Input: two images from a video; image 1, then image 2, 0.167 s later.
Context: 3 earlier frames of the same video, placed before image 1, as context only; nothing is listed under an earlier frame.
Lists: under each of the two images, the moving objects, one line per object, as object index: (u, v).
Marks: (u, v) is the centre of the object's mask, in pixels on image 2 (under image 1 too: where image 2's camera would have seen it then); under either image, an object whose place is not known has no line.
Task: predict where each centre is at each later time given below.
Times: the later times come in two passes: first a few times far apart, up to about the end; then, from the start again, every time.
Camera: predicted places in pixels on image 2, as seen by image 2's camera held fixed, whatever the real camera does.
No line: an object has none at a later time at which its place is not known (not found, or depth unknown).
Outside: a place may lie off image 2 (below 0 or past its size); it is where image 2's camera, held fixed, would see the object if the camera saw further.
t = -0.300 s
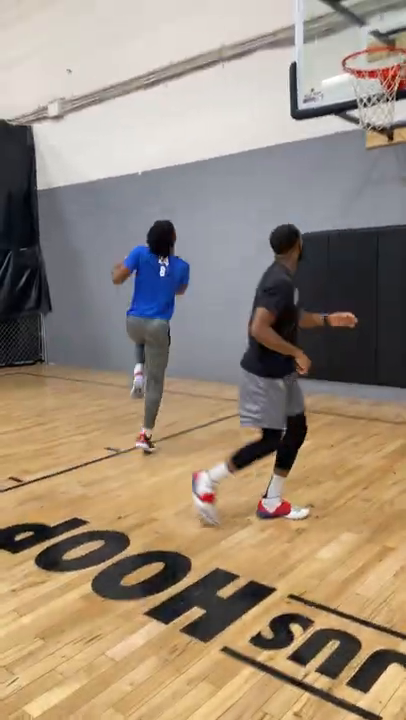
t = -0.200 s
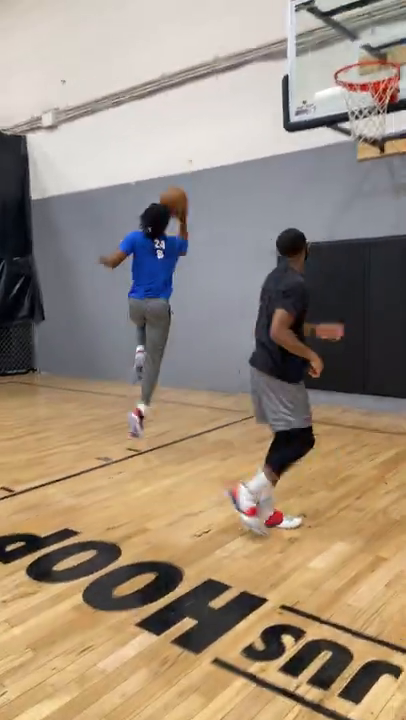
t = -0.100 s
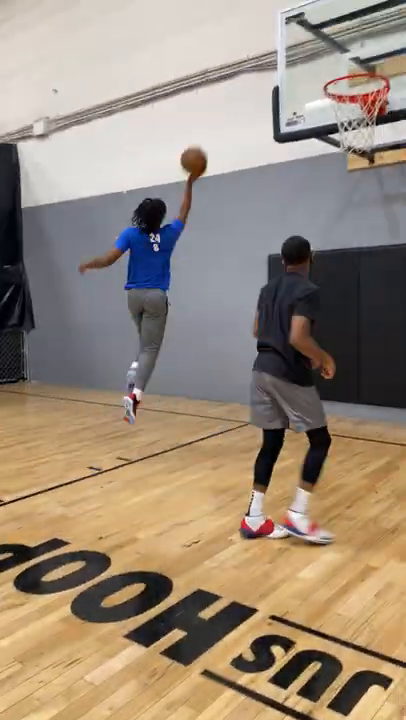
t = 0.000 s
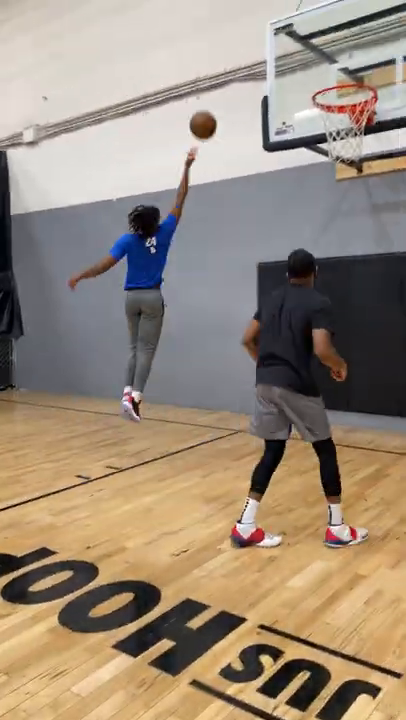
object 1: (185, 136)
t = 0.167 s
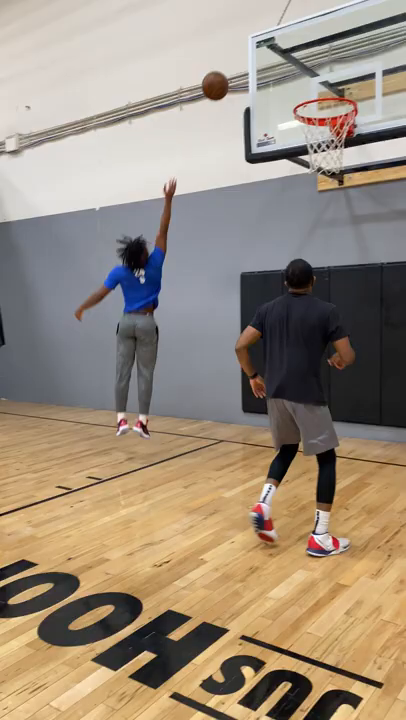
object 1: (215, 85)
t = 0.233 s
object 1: (227, 75)
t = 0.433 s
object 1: (259, 61)
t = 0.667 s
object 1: (295, 83)
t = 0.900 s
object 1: (347, 132)
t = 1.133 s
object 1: (340, 151)
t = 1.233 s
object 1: (331, 177)
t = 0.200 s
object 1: (220, 79)
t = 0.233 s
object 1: (227, 75)
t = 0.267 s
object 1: (232, 71)
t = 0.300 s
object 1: (238, 69)
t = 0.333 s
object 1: (244, 67)
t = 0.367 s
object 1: (250, 66)
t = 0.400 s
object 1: (255, 63)
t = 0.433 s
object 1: (259, 61)
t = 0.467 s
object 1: (264, 60)
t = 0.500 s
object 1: (269, 61)
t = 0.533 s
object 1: (275, 62)
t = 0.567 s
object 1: (279, 65)
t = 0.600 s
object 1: (284, 70)
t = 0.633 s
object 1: (290, 77)
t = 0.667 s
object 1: (295, 83)
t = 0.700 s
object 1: (300, 91)
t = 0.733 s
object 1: (307, 100)
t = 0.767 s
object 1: (316, 104)
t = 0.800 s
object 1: (325, 111)
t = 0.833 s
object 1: (333, 116)
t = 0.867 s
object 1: (342, 126)
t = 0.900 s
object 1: (347, 132)
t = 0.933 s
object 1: (348, 133)
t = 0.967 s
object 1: (348, 134)
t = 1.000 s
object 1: (347, 136)
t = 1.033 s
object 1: (346, 137)
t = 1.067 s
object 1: (344, 140)
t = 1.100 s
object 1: (343, 145)
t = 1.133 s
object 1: (340, 151)
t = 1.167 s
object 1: (337, 158)
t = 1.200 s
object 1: (334, 167)
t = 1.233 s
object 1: (331, 177)
